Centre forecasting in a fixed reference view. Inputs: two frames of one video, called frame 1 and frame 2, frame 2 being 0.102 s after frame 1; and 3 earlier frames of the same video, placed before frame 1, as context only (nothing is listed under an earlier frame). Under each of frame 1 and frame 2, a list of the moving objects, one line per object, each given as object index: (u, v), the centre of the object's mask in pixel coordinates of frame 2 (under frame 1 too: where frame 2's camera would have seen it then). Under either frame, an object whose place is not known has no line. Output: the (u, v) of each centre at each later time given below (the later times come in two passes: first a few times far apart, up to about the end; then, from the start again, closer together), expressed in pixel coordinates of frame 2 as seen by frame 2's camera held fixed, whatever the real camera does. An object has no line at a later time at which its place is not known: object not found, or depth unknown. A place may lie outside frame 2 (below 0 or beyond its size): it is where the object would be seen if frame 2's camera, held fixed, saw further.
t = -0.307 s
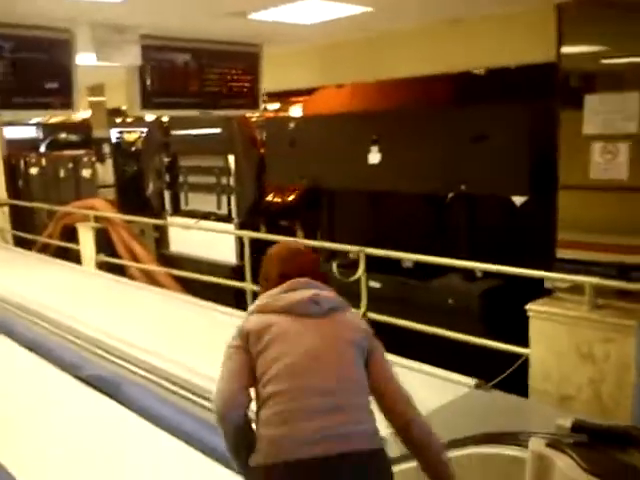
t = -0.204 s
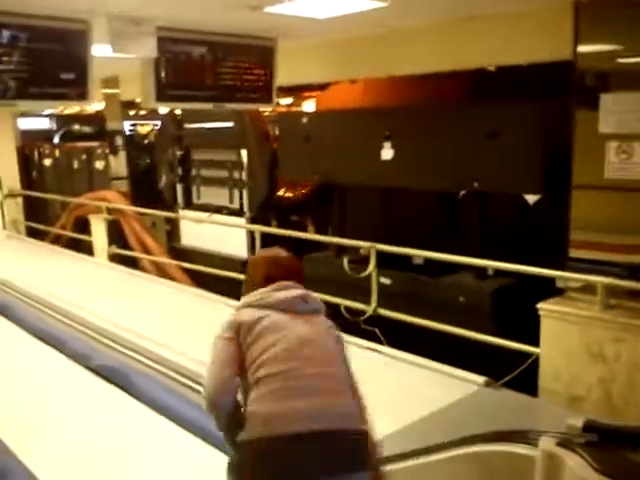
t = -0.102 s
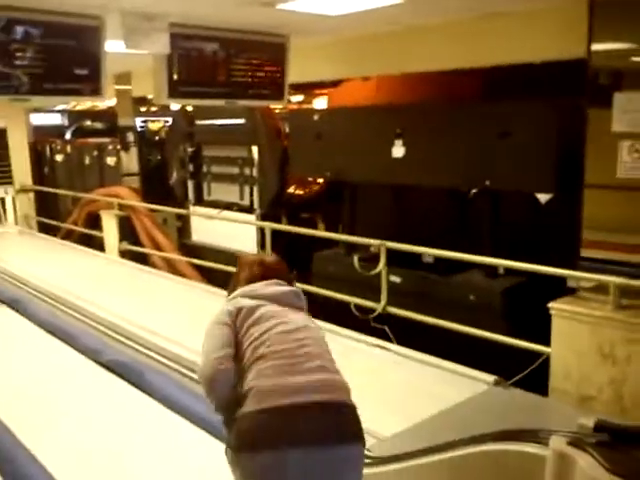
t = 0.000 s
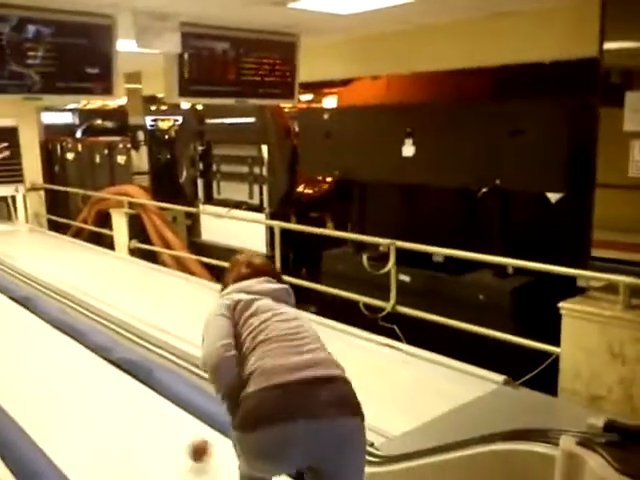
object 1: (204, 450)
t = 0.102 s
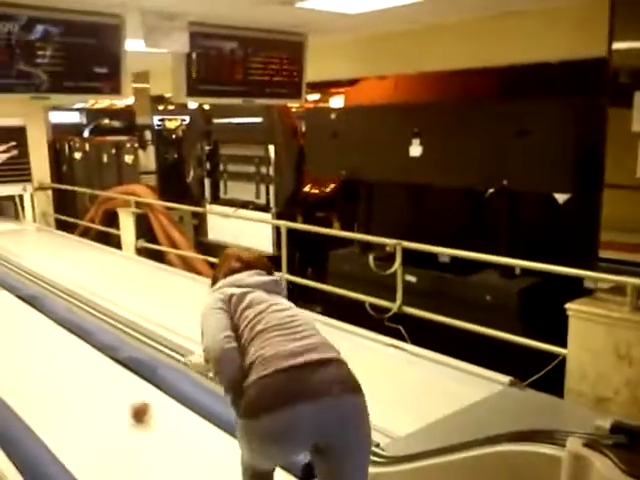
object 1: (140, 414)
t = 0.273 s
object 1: (63, 365)
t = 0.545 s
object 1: (-9, 314)
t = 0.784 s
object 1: (-59, 287)
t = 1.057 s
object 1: (-90, 265)
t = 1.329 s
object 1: (-116, 251)
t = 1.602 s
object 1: (-125, 239)
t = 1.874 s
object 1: (-124, 232)
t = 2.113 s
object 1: (-123, 225)
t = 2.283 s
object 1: (-124, 219)
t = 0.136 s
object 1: (122, 403)
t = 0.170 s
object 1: (106, 392)
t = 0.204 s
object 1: (91, 383)
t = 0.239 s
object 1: (76, 373)
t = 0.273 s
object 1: (63, 365)
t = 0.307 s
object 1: (51, 357)
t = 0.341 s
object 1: (40, 349)
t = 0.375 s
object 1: (30, 342)
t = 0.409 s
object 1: (21, 336)
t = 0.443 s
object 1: (13, 330)
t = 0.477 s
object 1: (6, 324)
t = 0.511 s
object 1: (-1, 319)
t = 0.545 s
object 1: (-9, 314)
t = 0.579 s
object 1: (-16, 309)
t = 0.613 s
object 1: (-24, 305)
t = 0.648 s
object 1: (-34, 301)
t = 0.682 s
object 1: (-41, 297)
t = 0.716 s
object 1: (-47, 293)
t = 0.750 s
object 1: (-53, 291)
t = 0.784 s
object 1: (-59, 287)
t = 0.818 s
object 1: (-63, 283)
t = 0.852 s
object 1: (-67, 280)
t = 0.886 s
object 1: (-72, 277)
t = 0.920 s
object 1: (-75, 275)
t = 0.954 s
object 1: (-79, 272)
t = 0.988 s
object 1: (-83, 270)
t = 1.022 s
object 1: (-87, 268)
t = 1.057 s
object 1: (-90, 265)
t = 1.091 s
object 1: (-94, 263)
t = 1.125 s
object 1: (-97, 261)
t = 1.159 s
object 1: (-101, 260)
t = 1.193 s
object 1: (-104, 258)
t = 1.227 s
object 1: (-107, 257)
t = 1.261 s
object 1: (-110, 255)
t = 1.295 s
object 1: (-113, 253)
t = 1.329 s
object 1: (-116, 251)
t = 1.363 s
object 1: (-119, 249)
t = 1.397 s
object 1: (-121, 248)
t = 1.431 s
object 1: (-123, 247)
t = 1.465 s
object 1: (-125, 245)
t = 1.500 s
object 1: (-126, 243)
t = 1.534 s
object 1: (-126, 242)
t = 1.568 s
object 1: (-125, 240)
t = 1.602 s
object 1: (-125, 239)
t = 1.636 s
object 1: (-125, 239)
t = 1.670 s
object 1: (-125, 237)
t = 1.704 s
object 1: (-125, 237)
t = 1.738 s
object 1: (-124, 235)
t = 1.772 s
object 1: (-124, 234)
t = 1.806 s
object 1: (-124, 233)
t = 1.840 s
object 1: (-124, 232)
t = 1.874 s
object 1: (-124, 232)
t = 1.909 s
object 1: (-123, 231)
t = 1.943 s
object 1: (-120, 230)
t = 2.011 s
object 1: (-125, 230)
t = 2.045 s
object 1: (-122, 226)
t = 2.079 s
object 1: (-124, 224)
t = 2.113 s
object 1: (-123, 225)
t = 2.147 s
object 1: (-125, 224)
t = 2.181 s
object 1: (-124, 222)
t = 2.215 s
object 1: (-121, 219)
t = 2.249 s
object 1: (-125, 220)
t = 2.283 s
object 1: (-124, 219)
